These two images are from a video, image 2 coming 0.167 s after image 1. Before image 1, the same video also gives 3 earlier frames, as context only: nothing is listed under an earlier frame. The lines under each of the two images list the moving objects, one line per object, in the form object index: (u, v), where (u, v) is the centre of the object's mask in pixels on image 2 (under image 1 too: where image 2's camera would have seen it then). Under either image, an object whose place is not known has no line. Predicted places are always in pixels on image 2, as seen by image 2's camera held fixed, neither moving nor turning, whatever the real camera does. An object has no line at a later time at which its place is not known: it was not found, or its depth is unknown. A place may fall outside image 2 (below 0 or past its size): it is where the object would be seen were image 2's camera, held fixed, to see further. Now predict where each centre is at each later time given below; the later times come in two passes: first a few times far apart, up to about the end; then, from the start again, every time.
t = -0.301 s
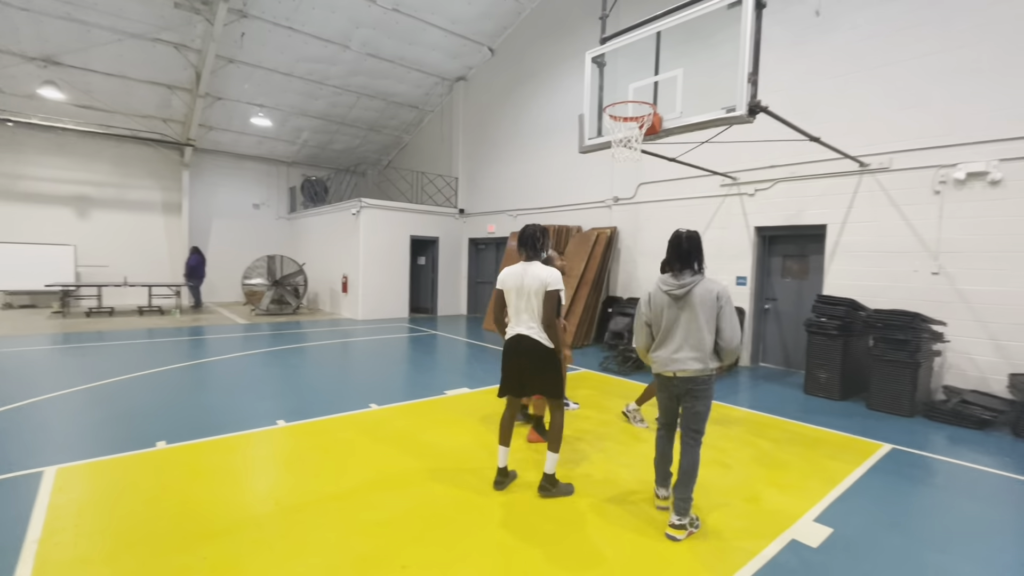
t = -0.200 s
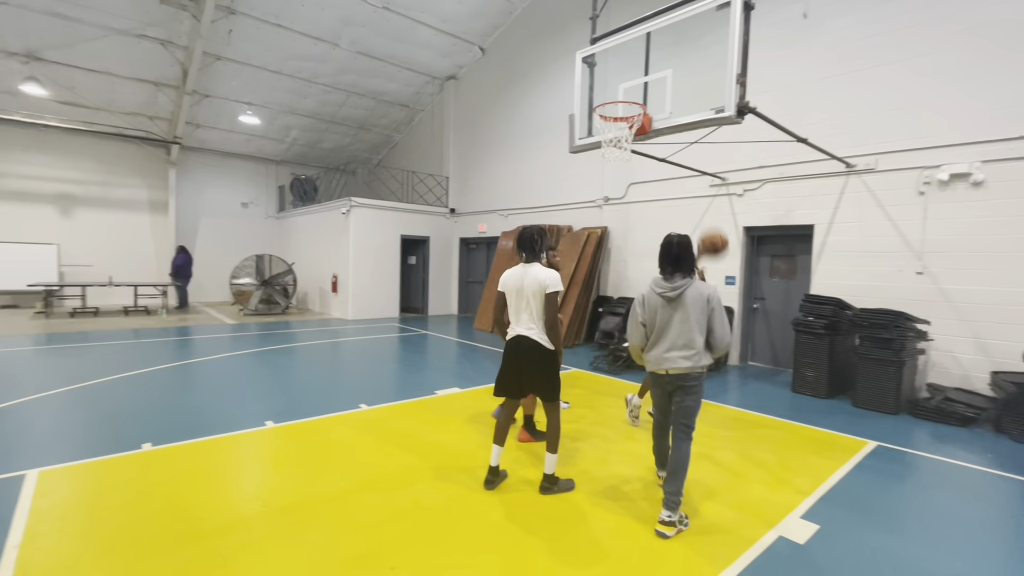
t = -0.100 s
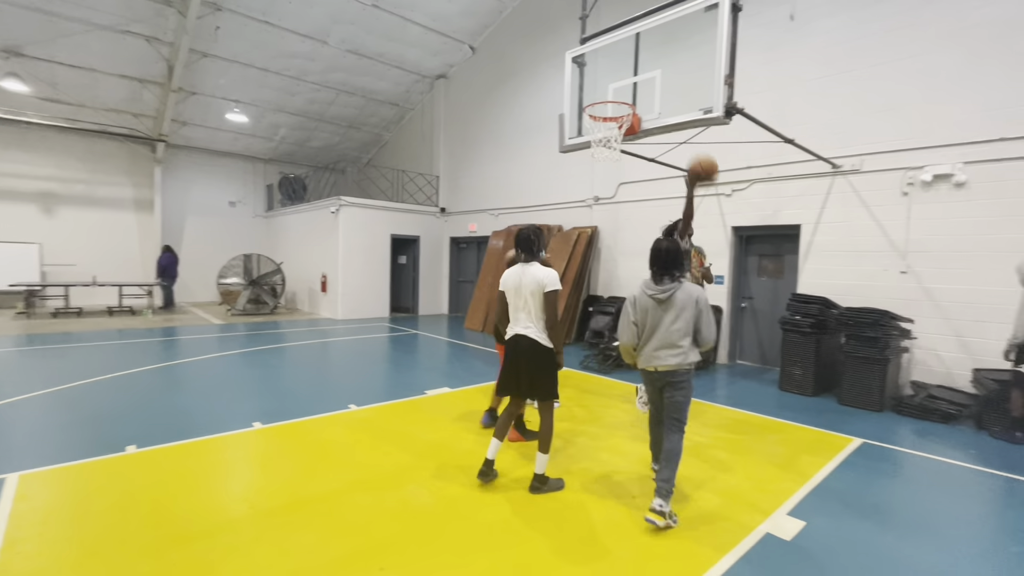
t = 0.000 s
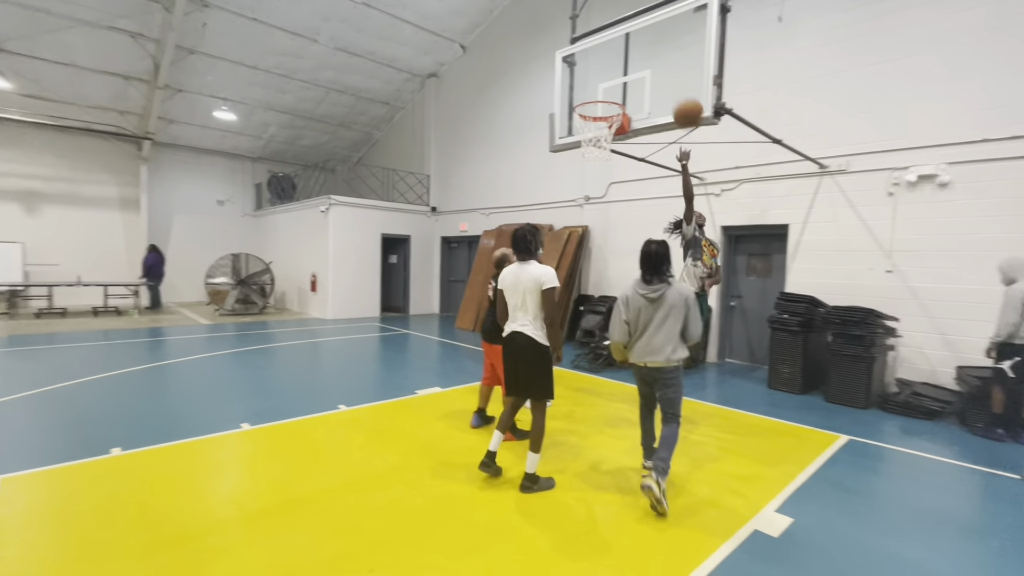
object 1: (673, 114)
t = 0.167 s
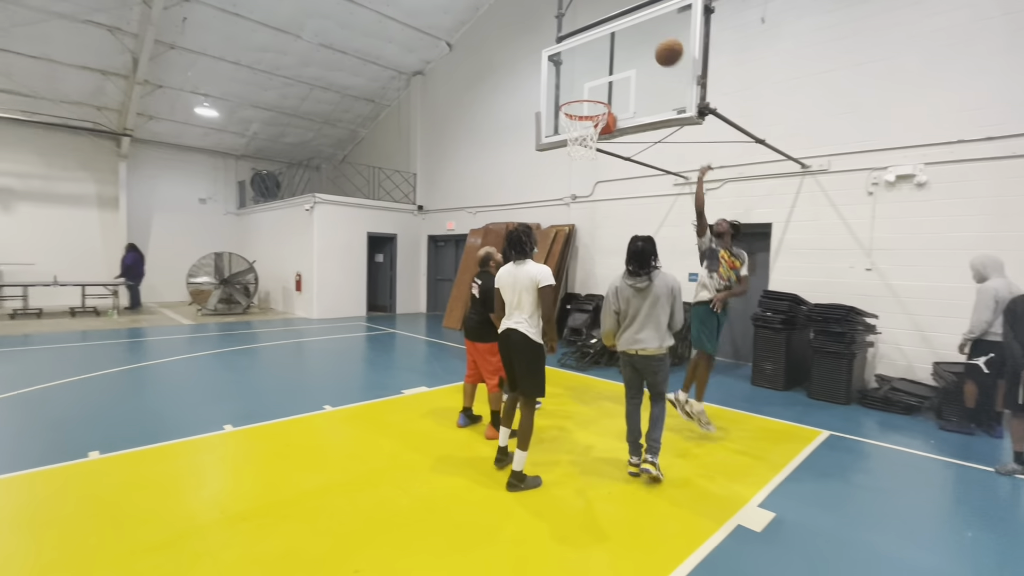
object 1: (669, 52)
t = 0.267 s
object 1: (656, 42)
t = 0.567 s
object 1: (600, 88)
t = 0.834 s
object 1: (584, 79)
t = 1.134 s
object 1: (571, 91)
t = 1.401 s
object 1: (575, 112)
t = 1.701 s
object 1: (586, 164)
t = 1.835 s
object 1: (590, 200)
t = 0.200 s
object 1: (668, 45)
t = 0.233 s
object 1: (662, 43)
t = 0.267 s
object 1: (656, 42)
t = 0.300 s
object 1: (650, 43)
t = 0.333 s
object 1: (644, 45)
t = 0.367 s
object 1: (638, 48)
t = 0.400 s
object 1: (631, 52)
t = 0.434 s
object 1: (625, 57)
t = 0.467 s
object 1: (619, 64)
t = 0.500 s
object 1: (612, 72)
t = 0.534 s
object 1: (606, 81)
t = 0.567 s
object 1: (600, 88)
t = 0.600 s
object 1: (598, 83)
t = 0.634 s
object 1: (596, 79)
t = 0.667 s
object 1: (594, 76)
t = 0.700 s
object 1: (593, 74)
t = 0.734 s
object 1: (591, 74)
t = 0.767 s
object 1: (589, 74)
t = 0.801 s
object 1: (587, 76)
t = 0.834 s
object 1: (584, 79)
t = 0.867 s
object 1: (582, 83)
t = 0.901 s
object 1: (580, 88)
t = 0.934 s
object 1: (578, 87)
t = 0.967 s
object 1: (577, 87)
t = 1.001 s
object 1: (575, 88)
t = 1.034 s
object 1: (574, 89)
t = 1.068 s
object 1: (573, 89)
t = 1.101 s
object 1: (572, 90)
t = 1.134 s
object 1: (571, 91)
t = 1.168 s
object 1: (570, 92)
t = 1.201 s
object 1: (570, 92)
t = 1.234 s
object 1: (571, 94)
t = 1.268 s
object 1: (571, 96)
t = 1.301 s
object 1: (572, 98)
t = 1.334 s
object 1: (572, 104)
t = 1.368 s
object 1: (574, 107)
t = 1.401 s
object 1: (575, 112)
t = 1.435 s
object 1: (575, 116)
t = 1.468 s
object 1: (578, 122)
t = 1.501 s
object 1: (578, 126)
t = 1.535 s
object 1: (580, 135)
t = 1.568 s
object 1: (581, 140)
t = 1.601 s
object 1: (582, 144)
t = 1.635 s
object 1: (581, 155)
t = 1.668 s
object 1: (584, 159)
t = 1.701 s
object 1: (586, 164)
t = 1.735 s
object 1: (587, 169)
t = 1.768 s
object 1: (588, 178)
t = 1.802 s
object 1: (589, 189)
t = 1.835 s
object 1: (590, 200)
